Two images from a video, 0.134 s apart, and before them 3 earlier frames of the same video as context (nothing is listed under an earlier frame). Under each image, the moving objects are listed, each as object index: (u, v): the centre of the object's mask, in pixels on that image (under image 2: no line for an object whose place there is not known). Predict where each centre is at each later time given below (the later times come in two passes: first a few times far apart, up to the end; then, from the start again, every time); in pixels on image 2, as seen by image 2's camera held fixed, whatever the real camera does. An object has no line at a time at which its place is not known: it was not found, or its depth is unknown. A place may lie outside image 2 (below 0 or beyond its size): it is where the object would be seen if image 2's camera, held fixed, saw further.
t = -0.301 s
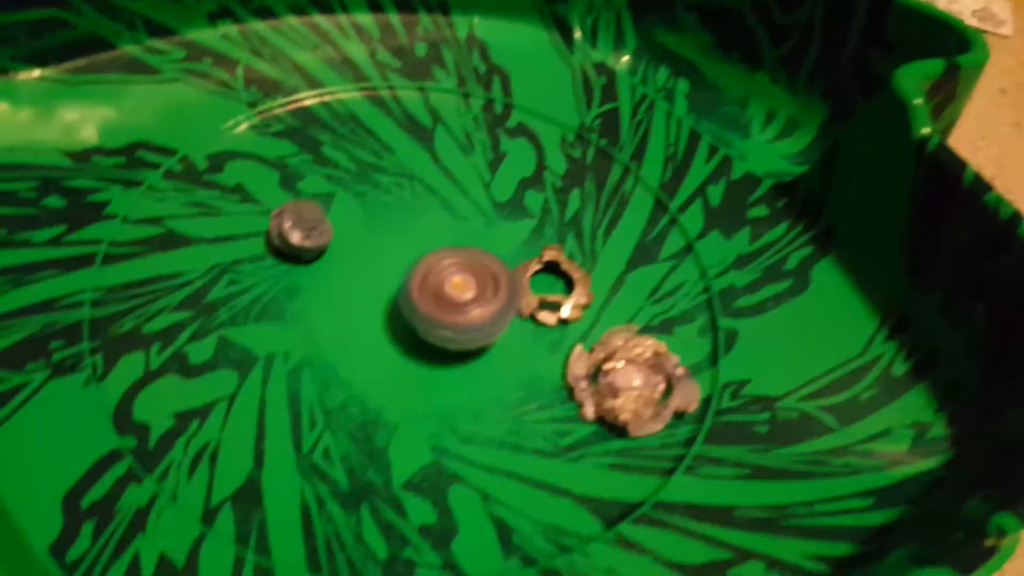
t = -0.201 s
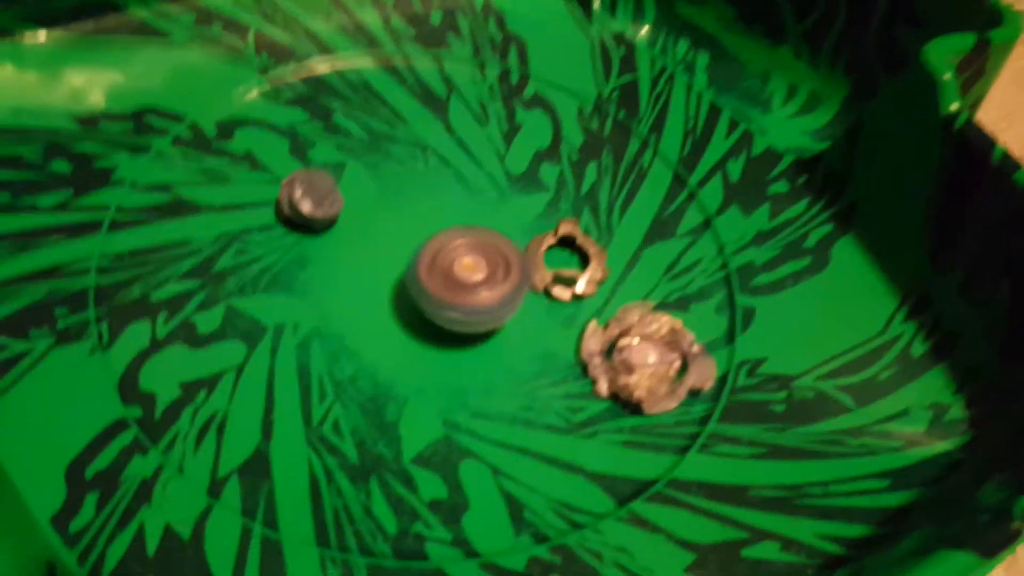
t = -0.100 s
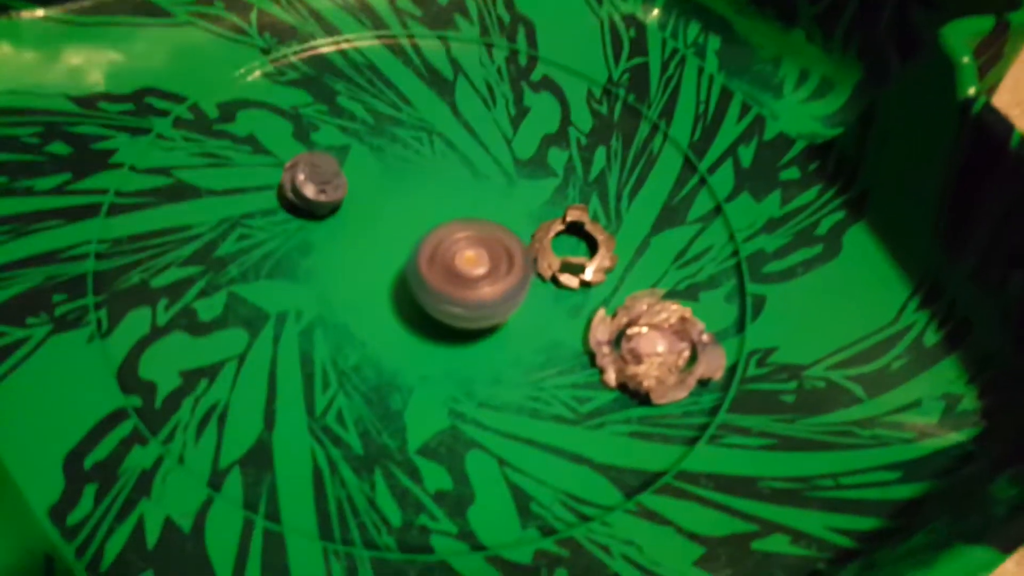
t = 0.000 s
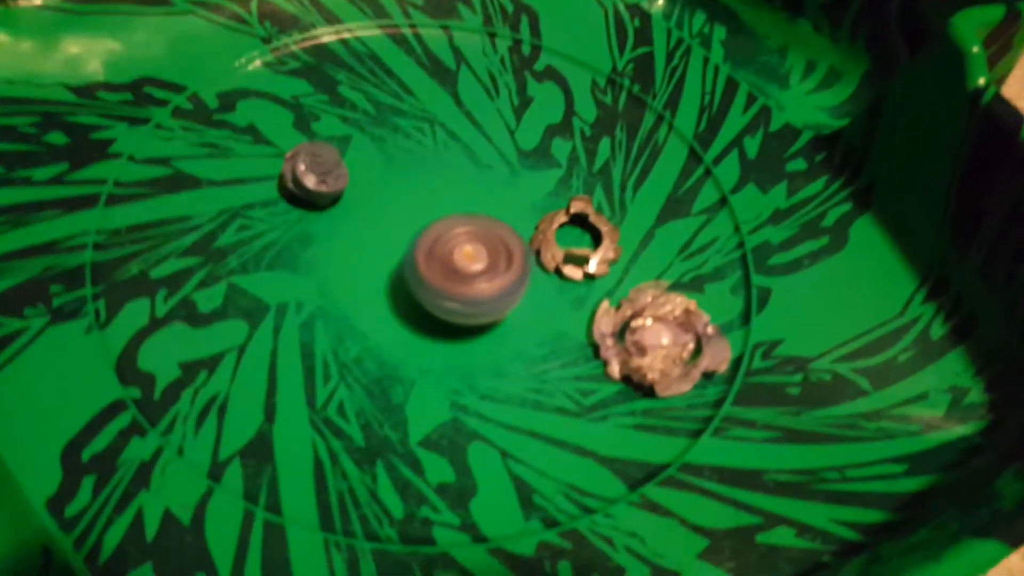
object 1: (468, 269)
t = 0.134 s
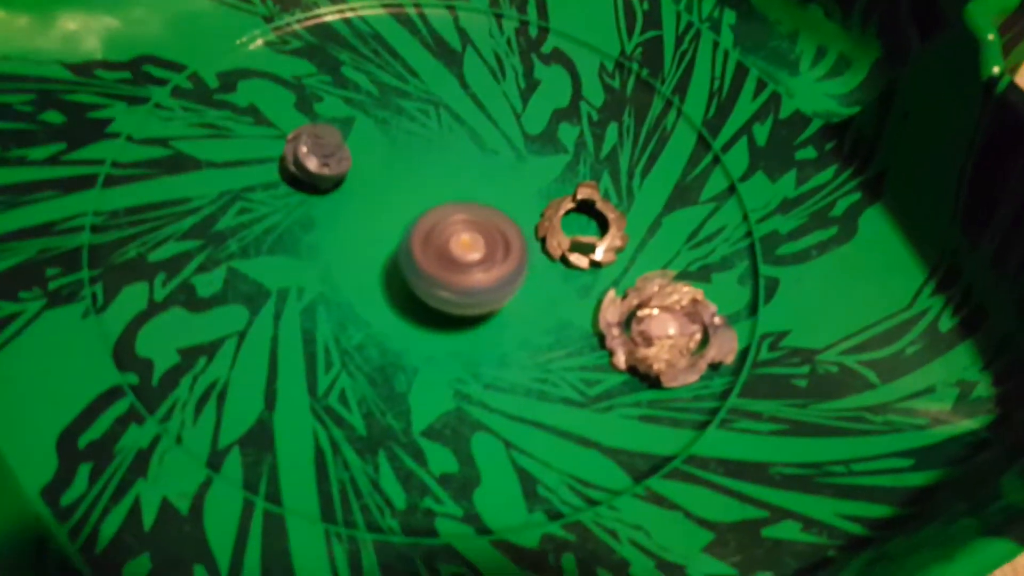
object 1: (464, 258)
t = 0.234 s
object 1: (456, 257)
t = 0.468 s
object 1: (432, 246)
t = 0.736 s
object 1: (413, 221)
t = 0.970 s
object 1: (409, 204)
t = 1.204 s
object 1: (419, 189)
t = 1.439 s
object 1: (440, 181)
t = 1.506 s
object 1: (444, 179)
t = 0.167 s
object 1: (462, 258)
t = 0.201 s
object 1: (458, 258)
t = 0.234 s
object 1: (456, 257)
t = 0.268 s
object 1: (452, 256)
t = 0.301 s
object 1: (448, 255)
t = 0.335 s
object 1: (445, 253)
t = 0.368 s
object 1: (442, 251)
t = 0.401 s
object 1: (439, 250)
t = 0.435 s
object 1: (435, 248)
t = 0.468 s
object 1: (432, 246)
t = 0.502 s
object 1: (431, 243)
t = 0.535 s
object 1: (430, 241)
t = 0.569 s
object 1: (427, 238)
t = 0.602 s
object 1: (425, 235)
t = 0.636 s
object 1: (422, 231)
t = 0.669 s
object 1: (419, 227)
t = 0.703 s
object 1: (416, 224)
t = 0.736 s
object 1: (413, 221)
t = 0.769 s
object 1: (412, 218)
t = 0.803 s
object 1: (410, 216)
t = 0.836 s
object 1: (409, 213)
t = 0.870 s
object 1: (409, 210)
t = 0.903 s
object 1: (409, 208)
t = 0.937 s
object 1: (409, 206)
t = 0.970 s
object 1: (409, 204)
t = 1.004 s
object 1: (409, 201)
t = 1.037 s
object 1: (410, 199)
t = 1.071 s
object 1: (410, 197)
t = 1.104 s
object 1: (412, 194)
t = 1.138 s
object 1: (414, 193)
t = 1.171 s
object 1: (417, 191)
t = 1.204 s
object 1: (419, 189)
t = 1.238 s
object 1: (421, 187)
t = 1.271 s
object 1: (423, 186)
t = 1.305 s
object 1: (425, 184)
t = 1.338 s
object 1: (427, 183)
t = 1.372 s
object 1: (431, 182)
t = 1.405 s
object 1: (434, 182)
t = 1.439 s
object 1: (440, 181)
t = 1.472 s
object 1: (443, 180)
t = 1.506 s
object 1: (444, 179)
